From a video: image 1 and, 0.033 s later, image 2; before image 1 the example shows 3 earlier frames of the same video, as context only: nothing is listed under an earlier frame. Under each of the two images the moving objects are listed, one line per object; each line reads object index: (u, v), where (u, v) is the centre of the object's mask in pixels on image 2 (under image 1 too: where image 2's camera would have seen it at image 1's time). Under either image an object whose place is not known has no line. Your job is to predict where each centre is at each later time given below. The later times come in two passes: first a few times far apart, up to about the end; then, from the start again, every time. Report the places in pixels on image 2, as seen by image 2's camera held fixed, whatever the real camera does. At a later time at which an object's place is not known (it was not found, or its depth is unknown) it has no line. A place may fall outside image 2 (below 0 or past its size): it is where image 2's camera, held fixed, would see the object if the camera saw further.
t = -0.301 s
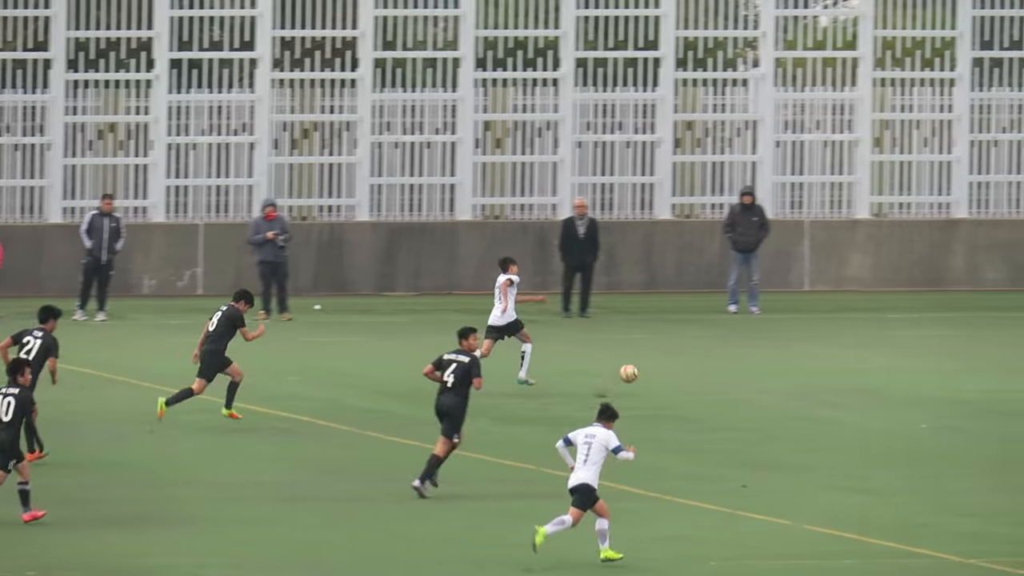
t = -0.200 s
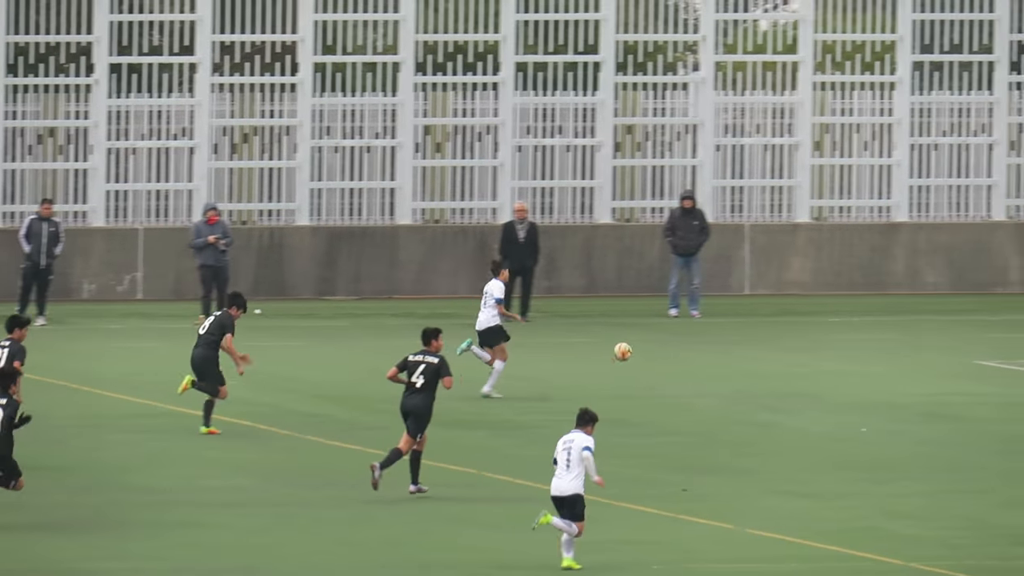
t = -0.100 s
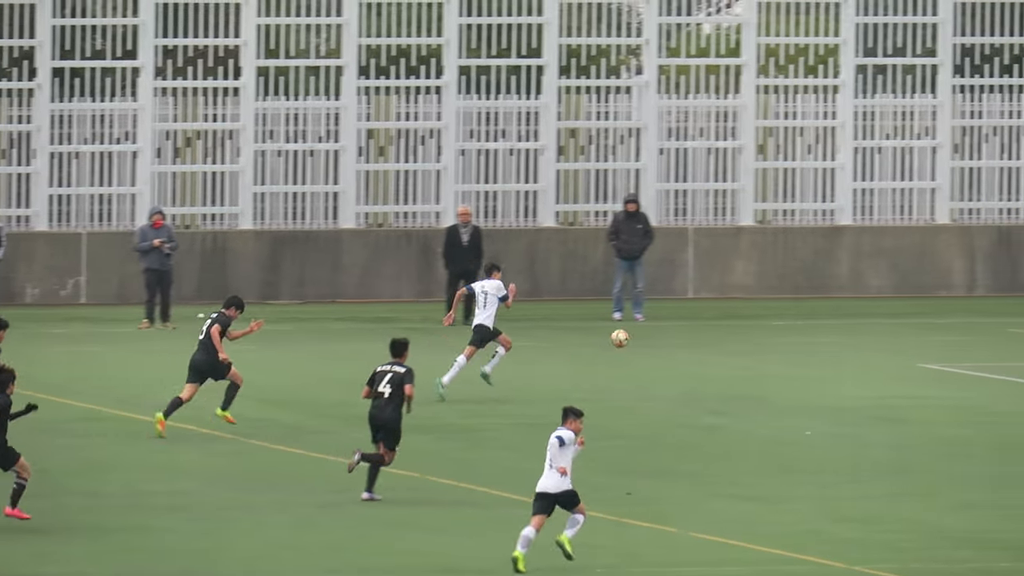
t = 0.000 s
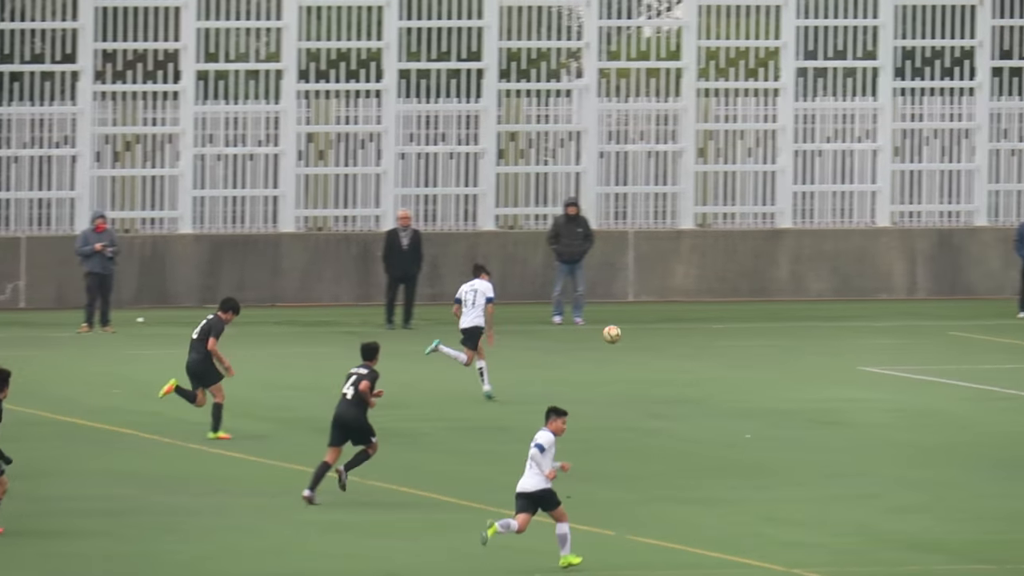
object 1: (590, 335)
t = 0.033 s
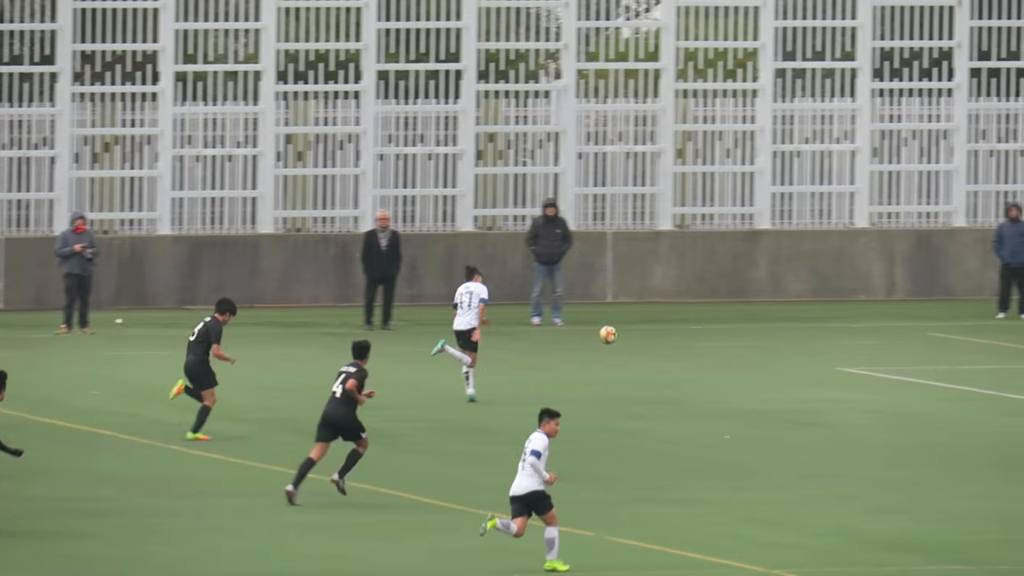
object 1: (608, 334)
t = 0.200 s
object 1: (691, 345)
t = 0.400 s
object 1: (787, 377)
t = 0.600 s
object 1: (878, 349)
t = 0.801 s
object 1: (968, 354)
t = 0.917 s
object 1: (1019, 374)
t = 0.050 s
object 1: (616, 334)
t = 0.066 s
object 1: (625, 334)
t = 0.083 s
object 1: (634, 335)
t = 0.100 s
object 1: (642, 336)
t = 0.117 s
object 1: (650, 337)
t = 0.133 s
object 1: (658, 338)
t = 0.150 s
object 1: (666, 339)
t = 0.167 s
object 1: (675, 341)
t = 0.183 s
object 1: (684, 343)
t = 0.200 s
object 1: (691, 345)
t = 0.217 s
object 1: (700, 348)
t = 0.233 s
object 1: (708, 351)
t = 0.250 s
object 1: (716, 354)
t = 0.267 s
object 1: (724, 357)
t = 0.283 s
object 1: (732, 360)
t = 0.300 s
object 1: (740, 363)
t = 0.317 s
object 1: (748, 367)
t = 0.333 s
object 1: (755, 371)
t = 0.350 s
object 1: (763, 376)
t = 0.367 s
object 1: (771, 380)
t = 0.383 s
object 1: (779, 381)
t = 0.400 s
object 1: (787, 377)
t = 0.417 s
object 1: (795, 374)
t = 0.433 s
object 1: (802, 370)
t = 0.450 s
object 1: (810, 367)
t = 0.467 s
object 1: (817, 364)
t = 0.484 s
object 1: (825, 361)
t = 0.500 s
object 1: (833, 358)
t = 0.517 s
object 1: (840, 356)
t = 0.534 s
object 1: (848, 355)
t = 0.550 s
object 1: (856, 353)
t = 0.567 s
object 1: (863, 352)
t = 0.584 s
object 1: (871, 350)
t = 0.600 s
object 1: (878, 349)
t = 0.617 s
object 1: (886, 348)
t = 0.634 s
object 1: (894, 348)
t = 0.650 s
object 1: (901, 347)
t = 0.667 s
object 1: (909, 347)
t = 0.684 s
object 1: (917, 347)
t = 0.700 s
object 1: (924, 348)
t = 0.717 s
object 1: (932, 348)
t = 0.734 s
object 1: (939, 350)
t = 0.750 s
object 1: (946, 350)
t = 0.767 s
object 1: (954, 351)
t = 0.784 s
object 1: (961, 353)
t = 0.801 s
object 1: (968, 354)
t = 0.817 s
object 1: (976, 357)
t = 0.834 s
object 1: (983, 359)
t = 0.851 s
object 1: (991, 362)
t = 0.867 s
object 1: (998, 365)
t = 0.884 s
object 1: (1005, 368)
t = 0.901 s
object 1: (1011, 371)
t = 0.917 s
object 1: (1019, 374)
